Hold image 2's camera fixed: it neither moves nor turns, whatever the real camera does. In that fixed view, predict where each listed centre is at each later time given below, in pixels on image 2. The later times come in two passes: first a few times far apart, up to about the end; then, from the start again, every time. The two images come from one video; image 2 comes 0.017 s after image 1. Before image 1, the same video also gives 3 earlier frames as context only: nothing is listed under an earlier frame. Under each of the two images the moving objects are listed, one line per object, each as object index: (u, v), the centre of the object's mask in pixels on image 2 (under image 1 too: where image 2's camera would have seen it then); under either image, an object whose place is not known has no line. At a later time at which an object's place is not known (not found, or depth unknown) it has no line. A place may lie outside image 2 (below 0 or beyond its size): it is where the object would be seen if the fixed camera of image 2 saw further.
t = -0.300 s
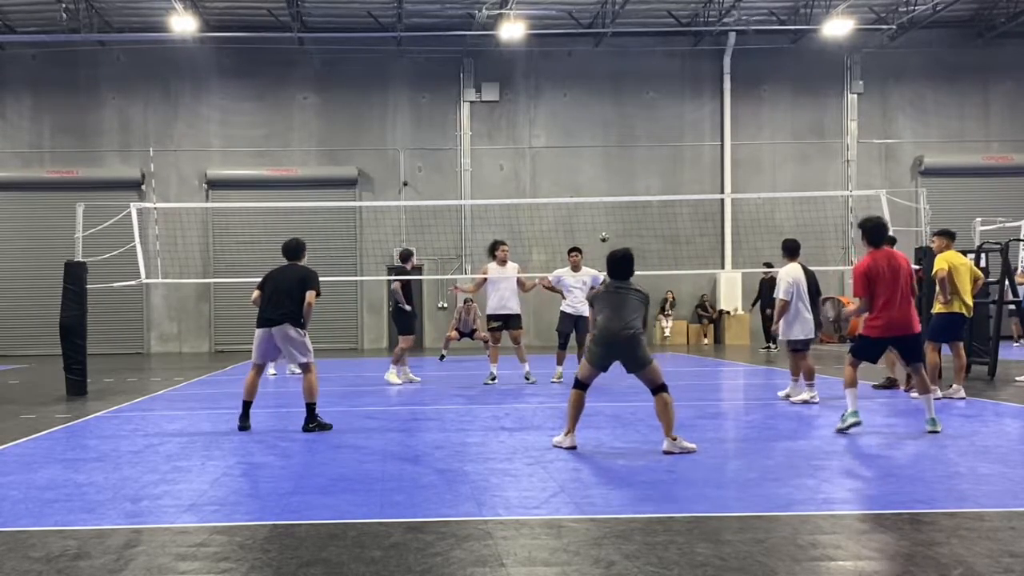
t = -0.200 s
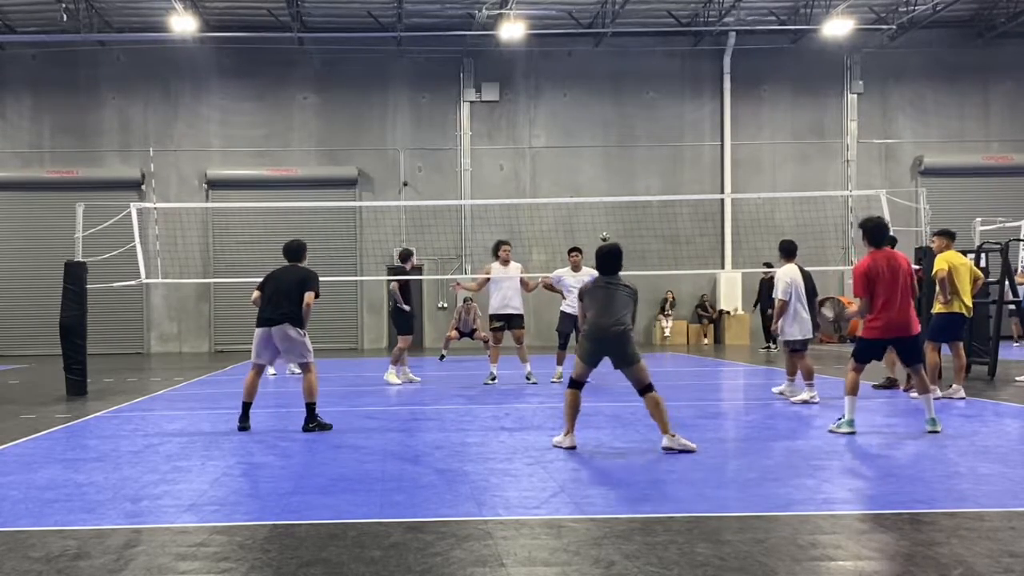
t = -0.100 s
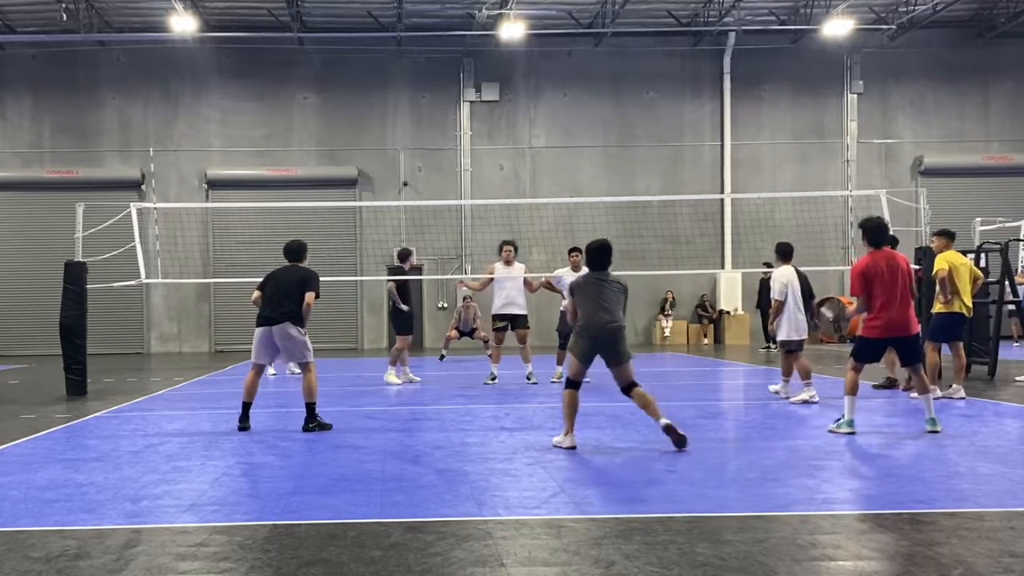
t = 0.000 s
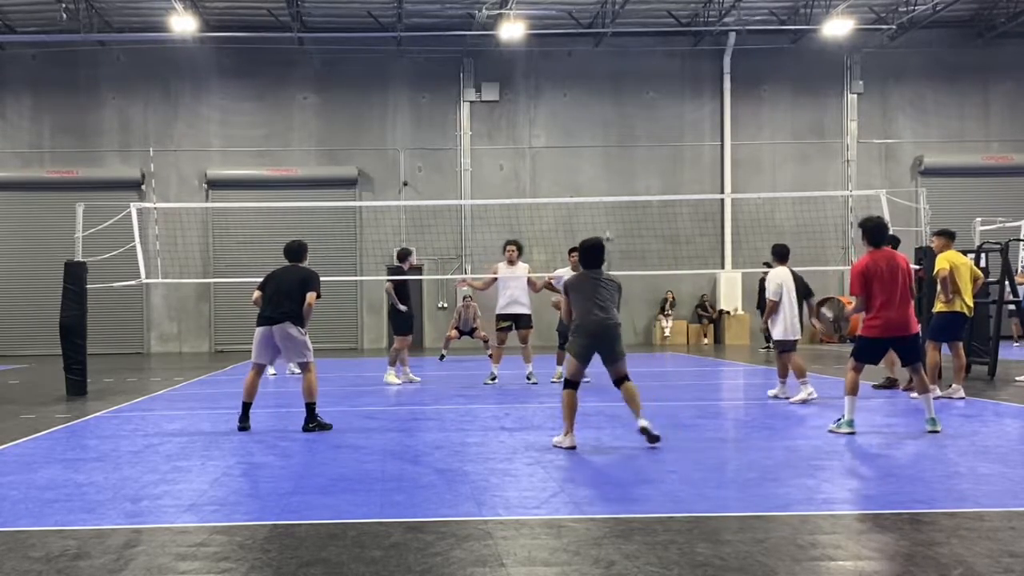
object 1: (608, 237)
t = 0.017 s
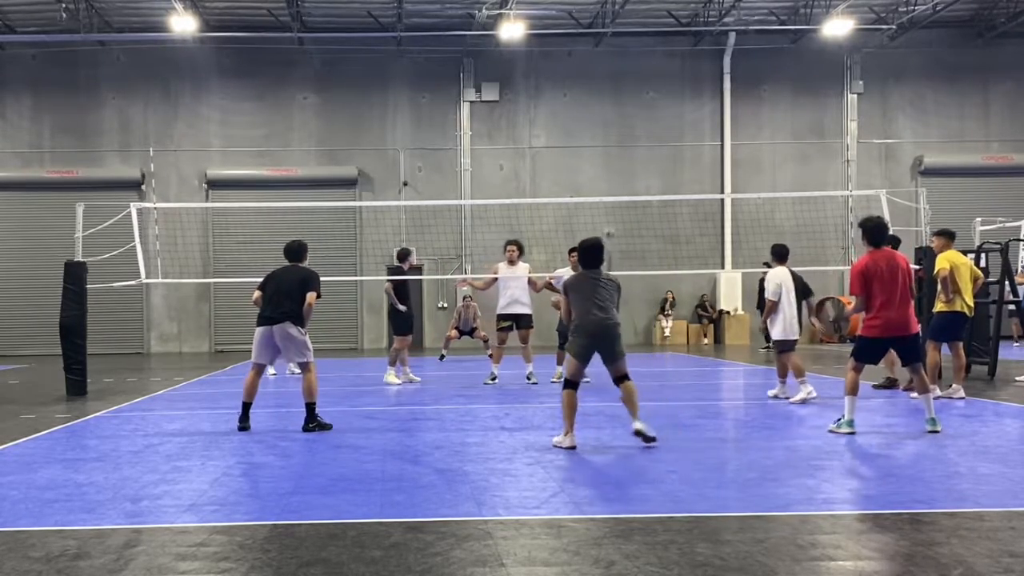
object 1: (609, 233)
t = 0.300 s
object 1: (630, 153)
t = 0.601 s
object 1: (660, 100)
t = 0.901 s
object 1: (699, 100)
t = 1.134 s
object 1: (732, 154)
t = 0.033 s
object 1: (610, 227)
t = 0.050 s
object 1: (612, 222)
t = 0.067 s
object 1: (612, 218)
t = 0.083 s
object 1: (613, 212)
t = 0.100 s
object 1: (614, 209)
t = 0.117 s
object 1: (616, 205)
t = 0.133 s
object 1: (617, 195)
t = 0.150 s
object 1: (619, 191)
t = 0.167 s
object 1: (620, 187)
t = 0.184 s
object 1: (621, 183)
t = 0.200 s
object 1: (622, 179)
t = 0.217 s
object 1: (623, 174)
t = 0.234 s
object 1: (624, 170)
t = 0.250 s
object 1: (626, 165)
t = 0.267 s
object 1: (627, 161)
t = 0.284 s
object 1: (628, 157)
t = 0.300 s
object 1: (630, 153)
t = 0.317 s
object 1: (631, 149)
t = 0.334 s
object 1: (633, 145)
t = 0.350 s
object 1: (634, 141)
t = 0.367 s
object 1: (635, 138)
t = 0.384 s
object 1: (636, 134)
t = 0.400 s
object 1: (639, 131)
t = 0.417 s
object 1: (640, 128)
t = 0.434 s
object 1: (642, 124)
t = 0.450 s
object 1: (643, 121)
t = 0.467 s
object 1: (645, 119)
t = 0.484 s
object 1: (647, 116)
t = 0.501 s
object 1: (648, 113)
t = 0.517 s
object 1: (650, 111)
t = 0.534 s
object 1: (652, 108)
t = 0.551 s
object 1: (654, 106)
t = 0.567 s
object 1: (656, 104)
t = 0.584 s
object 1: (658, 102)
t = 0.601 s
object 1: (660, 100)
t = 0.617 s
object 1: (662, 99)
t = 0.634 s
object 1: (665, 96)
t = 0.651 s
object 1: (667, 96)
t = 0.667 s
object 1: (668, 95)
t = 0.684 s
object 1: (670, 94)
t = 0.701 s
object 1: (673, 93)
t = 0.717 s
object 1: (675, 92)
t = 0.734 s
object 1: (677, 92)
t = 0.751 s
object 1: (679, 92)
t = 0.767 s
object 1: (681, 92)
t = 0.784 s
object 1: (683, 92)
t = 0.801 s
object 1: (686, 93)
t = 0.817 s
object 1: (688, 93)
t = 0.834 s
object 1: (690, 94)
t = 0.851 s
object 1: (692, 95)
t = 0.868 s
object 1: (695, 97)
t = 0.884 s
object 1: (697, 98)
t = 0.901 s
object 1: (699, 100)
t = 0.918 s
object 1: (701, 102)
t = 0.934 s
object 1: (703, 105)
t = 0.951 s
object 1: (705, 107)
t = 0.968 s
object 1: (708, 110)
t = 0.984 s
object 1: (710, 113)
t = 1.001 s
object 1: (712, 116)
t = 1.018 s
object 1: (714, 120)
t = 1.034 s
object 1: (716, 124)
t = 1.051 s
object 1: (718, 127)
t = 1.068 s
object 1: (721, 133)
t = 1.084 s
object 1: (724, 137)
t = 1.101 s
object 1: (726, 142)
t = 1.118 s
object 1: (729, 148)
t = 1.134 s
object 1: (732, 154)
